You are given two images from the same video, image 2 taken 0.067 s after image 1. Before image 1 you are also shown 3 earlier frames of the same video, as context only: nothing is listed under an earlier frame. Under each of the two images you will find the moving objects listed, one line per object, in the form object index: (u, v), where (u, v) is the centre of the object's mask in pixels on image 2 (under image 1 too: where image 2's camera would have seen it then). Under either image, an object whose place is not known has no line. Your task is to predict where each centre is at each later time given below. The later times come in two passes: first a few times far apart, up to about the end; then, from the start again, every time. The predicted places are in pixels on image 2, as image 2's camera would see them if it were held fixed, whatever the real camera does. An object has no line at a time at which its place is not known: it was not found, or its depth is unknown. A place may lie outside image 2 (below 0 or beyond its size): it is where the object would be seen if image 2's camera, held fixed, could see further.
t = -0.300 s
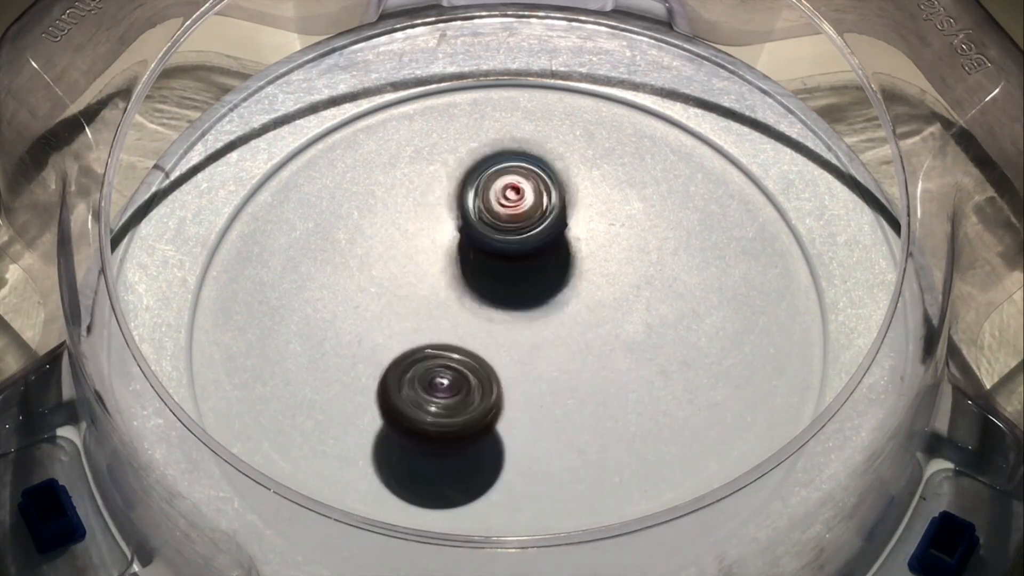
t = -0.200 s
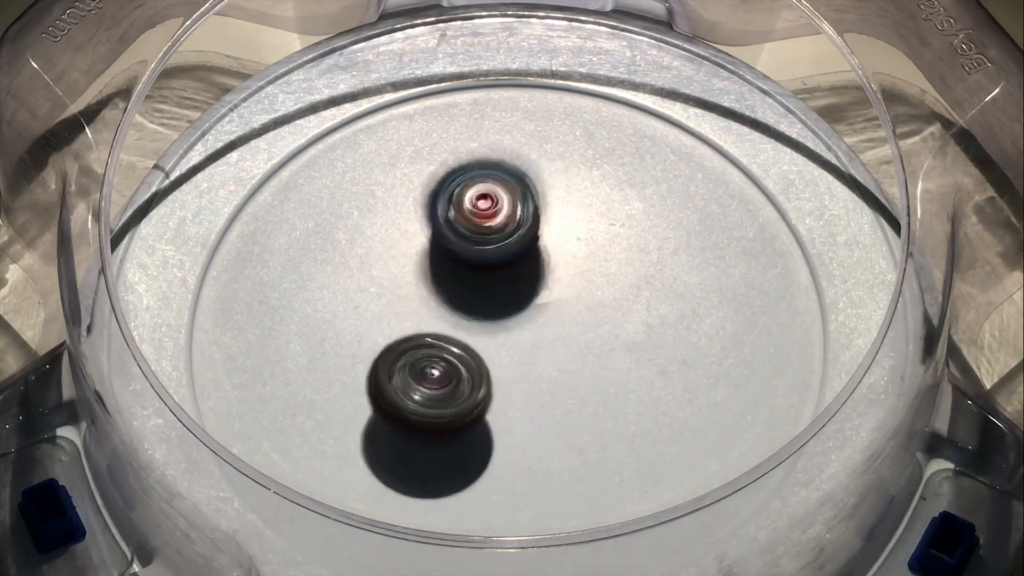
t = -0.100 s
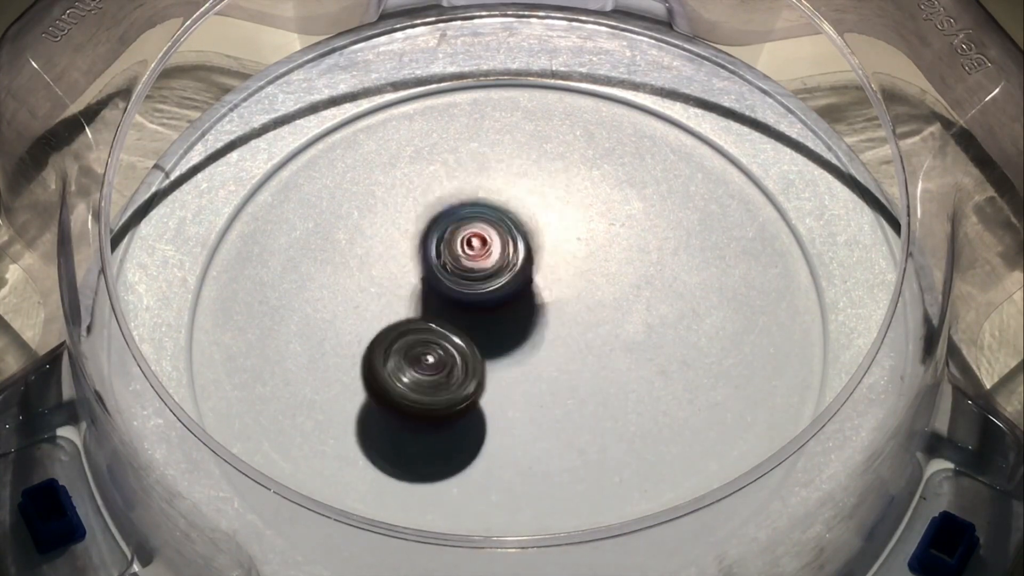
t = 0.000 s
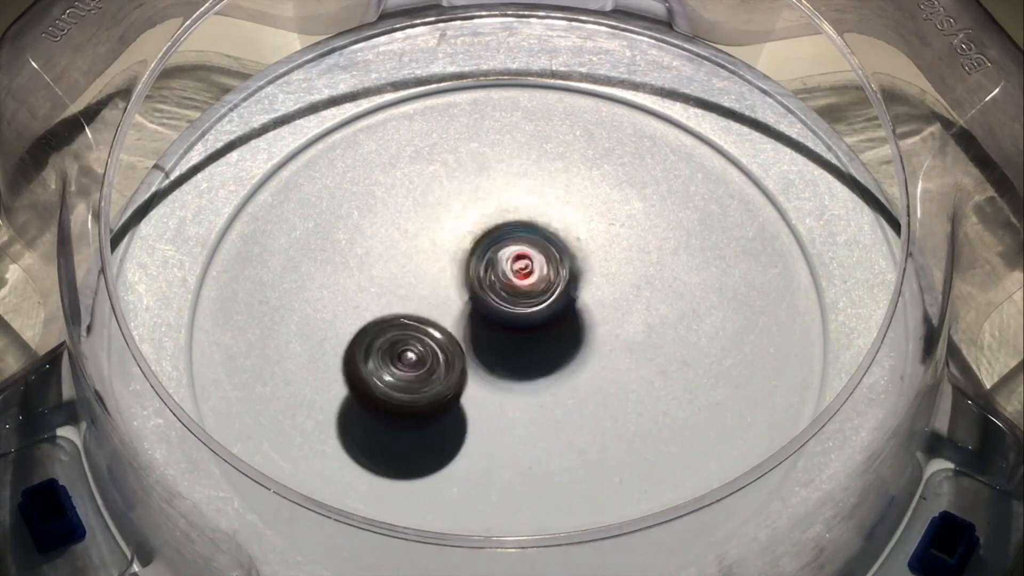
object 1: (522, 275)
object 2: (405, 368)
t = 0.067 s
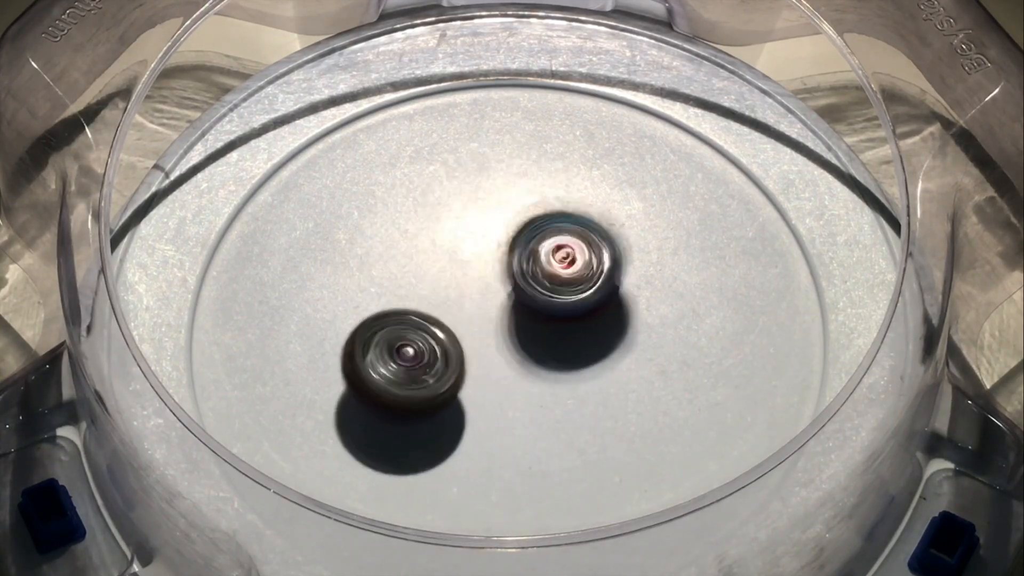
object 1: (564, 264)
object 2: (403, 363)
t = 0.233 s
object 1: (602, 214)
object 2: (418, 341)
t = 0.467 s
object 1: (597, 247)
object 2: (385, 326)
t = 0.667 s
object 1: (727, 228)
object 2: (327, 339)
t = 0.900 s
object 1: (680, 238)
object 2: (368, 351)
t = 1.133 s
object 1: (565, 399)
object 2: (412, 337)
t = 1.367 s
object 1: (630, 516)
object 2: (426, 310)
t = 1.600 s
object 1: (616, 463)
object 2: (479, 319)
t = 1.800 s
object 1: (480, 411)
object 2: (505, 279)
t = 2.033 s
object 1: (328, 398)
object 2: (522, 288)
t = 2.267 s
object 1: (345, 375)
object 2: (524, 314)
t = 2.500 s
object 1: (379, 267)
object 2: (545, 346)
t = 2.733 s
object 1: (369, 190)
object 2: (528, 360)
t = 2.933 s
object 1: (437, 232)
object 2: (503, 356)
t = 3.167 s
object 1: (562, 232)
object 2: (478, 361)
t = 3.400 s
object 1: (661, 242)
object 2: (486, 333)
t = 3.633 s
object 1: (647, 305)
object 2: (478, 308)
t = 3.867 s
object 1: (666, 385)
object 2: (395, 285)
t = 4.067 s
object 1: (581, 414)
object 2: (410, 295)
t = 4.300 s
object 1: (511, 389)
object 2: (430, 291)
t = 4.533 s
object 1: (487, 387)
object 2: (460, 270)
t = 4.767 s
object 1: (490, 409)
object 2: (488, 298)
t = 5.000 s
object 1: (479, 419)
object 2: (498, 295)
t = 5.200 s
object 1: (438, 399)
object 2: (522, 288)
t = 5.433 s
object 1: (451, 357)
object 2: (551, 289)
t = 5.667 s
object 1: (430, 307)
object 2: (559, 302)
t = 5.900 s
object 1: (431, 275)
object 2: (541, 302)
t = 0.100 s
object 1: (582, 254)
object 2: (404, 359)
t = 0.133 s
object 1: (595, 243)
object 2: (407, 354)
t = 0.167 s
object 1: (604, 232)
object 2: (411, 350)
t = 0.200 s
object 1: (605, 221)
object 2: (415, 347)
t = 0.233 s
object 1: (602, 214)
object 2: (418, 341)
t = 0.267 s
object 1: (596, 211)
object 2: (425, 336)
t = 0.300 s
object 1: (587, 214)
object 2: (431, 332)
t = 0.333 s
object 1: (576, 220)
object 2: (435, 327)
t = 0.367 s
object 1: (566, 228)
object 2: (441, 321)
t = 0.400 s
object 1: (555, 240)
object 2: (448, 318)
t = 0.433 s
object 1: (567, 249)
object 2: (429, 317)
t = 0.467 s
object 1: (597, 247)
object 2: (385, 326)
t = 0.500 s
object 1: (625, 246)
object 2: (355, 328)
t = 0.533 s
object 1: (650, 245)
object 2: (334, 329)
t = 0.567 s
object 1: (672, 242)
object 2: (323, 331)
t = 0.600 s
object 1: (694, 239)
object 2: (321, 333)
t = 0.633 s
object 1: (713, 233)
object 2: (323, 336)
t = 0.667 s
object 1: (727, 228)
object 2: (327, 339)
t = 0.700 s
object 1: (737, 222)
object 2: (331, 342)
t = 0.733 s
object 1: (742, 216)
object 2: (336, 346)
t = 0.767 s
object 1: (740, 212)
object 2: (342, 347)
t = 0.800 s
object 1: (732, 211)
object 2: (348, 350)
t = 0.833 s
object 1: (717, 217)
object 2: (354, 351)
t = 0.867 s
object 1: (700, 224)
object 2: (361, 351)
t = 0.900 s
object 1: (680, 238)
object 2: (368, 351)
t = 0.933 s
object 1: (656, 256)
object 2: (376, 351)
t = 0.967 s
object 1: (633, 276)
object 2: (384, 351)
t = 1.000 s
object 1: (611, 298)
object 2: (394, 350)
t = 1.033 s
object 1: (591, 322)
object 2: (404, 350)
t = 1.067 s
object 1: (574, 345)
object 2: (414, 349)
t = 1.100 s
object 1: (559, 367)
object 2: (424, 349)
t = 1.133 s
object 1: (565, 399)
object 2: (412, 337)
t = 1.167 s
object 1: (575, 426)
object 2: (402, 325)
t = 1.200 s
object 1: (583, 448)
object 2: (399, 318)
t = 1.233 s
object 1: (593, 467)
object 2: (401, 313)
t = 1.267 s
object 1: (599, 479)
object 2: (406, 311)
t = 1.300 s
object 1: (605, 487)
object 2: (412, 310)
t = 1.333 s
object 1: (620, 505)
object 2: (418, 310)
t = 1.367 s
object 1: (630, 516)
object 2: (426, 310)
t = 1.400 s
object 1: (637, 522)
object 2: (433, 311)
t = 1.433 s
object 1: (645, 523)
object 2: (440, 312)
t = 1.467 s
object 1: (649, 519)
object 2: (448, 313)
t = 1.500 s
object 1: (649, 510)
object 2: (456, 314)
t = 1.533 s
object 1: (643, 498)
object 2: (464, 316)
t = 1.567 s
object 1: (631, 475)
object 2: (472, 317)
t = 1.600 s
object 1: (616, 463)
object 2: (479, 319)
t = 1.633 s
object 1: (595, 444)
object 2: (485, 319)
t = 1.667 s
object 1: (572, 428)
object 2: (491, 320)
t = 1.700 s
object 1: (550, 415)
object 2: (496, 311)
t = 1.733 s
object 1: (531, 415)
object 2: (498, 294)
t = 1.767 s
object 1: (508, 412)
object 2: (501, 286)
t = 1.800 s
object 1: (480, 411)
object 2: (505, 279)
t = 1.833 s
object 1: (456, 409)
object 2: (509, 276)
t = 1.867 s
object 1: (431, 406)
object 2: (513, 275)
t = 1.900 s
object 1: (406, 402)
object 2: (516, 277)
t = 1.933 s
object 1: (383, 401)
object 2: (518, 279)
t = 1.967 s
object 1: (363, 399)
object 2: (519, 281)
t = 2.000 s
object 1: (342, 399)
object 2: (520, 284)
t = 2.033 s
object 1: (328, 398)
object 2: (522, 288)
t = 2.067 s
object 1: (315, 399)
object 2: (524, 291)
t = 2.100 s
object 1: (312, 397)
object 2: (525, 293)
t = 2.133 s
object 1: (312, 395)
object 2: (526, 299)
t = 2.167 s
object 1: (315, 393)
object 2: (527, 302)
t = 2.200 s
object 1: (322, 389)
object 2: (526, 304)
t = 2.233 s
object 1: (331, 382)
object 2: (526, 309)
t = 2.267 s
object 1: (345, 375)
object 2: (524, 314)
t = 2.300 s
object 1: (360, 365)
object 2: (522, 317)
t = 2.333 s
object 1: (378, 352)
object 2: (520, 320)
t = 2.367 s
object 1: (389, 338)
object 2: (520, 326)
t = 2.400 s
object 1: (387, 317)
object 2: (535, 334)
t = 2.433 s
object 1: (384, 298)
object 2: (544, 342)
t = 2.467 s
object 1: (382, 282)
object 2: (546, 346)
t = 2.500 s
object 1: (379, 267)
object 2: (545, 346)
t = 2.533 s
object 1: (377, 250)
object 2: (544, 351)
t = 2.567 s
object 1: (374, 236)
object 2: (543, 354)
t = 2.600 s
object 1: (372, 221)
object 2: (540, 357)
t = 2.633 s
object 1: (371, 207)
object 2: (538, 357)
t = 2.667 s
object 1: (369, 195)
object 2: (535, 360)
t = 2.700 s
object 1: (368, 190)
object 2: (532, 359)
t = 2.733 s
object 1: (369, 190)
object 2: (528, 360)
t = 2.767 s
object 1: (373, 193)
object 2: (523, 359)
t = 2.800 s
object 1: (380, 197)
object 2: (519, 361)
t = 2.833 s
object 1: (390, 202)
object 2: (514, 360)
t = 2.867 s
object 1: (402, 210)
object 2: (511, 360)
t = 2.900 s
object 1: (419, 222)
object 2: (507, 357)
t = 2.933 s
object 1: (437, 232)
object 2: (503, 356)
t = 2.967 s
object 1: (457, 241)
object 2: (499, 353)
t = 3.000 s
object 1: (479, 243)
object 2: (495, 357)
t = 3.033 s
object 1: (495, 239)
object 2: (490, 364)
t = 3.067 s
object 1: (513, 238)
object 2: (486, 368)
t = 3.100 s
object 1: (528, 234)
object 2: (483, 367)
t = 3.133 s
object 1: (545, 233)
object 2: (480, 365)
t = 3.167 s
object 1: (562, 232)
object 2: (478, 361)
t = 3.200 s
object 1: (580, 232)
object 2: (477, 357)
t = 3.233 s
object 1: (596, 233)
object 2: (478, 353)
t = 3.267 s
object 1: (614, 235)
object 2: (480, 349)
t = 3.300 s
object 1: (628, 235)
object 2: (481, 345)
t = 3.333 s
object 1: (642, 238)
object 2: (482, 340)
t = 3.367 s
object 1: (653, 239)
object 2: (483, 337)
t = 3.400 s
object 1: (661, 242)
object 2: (486, 333)
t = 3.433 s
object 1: (665, 246)
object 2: (489, 330)
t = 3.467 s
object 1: (664, 251)
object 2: (493, 326)
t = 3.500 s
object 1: (662, 256)
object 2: (496, 322)
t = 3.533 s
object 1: (657, 263)
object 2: (497, 319)
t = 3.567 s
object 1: (646, 275)
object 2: (501, 318)
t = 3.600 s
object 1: (636, 287)
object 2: (504, 317)
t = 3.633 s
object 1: (647, 305)
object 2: (478, 308)
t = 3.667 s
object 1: (660, 319)
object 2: (445, 300)
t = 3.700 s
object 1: (671, 333)
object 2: (421, 293)
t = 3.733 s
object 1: (675, 343)
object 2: (405, 289)
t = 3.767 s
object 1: (679, 350)
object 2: (397, 287)
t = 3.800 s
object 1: (677, 364)
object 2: (396, 285)
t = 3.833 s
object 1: (673, 374)
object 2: (396, 288)
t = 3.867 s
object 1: (666, 385)
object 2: (395, 285)
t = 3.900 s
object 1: (654, 397)
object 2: (396, 287)
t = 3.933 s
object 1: (642, 404)
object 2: (398, 289)
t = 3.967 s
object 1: (629, 409)
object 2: (399, 290)
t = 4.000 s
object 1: (612, 412)
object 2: (401, 292)
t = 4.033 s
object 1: (596, 415)
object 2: (406, 294)
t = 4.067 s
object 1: (581, 414)
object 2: (410, 295)
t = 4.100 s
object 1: (563, 412)
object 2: (414, 299)
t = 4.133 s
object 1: (549, 407)
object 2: (420, 302)
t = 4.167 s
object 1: (534, 401)
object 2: (424, 304)
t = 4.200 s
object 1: (522, 393)
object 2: (428, 308)
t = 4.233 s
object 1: (518, 393)
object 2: (426, 300)
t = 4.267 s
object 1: (516, 394)
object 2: (427, 291)
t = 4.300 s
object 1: (511, 389)
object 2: (430, 291)
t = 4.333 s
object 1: (505, 379)
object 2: (434, 288)
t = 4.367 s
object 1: (500, 378)
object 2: (438, 281)
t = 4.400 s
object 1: (500, 384)
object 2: (446, 274)
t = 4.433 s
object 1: (496, 382)
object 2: (450, 273)
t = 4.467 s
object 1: (496, 383)
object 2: (455, 276)
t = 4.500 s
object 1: (493, 382)
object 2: (456, 275)
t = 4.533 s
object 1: (487, 387)
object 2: (460, 270)
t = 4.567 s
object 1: (486, 391)
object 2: (466, 272)
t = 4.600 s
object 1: (487, 398)
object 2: (470, 275)
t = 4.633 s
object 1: (486, 403)
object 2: (472, 280)
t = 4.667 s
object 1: (488, 406)
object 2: (476, 286)
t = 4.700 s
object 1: (490, 408)
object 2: (479, 291)
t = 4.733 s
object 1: (490, 406)
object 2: (482, 299)
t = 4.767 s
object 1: (490, 409)
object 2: (488, 298)
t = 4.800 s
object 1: (487, 416)
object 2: (493, 291)
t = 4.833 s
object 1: (485, 426)
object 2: (497, 286)
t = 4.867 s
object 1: (487, 425)
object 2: (503, 290)
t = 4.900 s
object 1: (485, 426)
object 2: (502, 292)
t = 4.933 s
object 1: (480, 426)
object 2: (501, 295)
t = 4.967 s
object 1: (481, 423)
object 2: (498, 295)
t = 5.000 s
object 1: (479, 419)
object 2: (498, 295)
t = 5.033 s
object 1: (476, 415)
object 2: (496, 295)
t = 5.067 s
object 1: (473, 406)
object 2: (498, 295)
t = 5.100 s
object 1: (467, 400)
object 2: (500, 293)
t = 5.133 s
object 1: (459, 395)
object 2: (505, 293)
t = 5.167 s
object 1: (448, 396)
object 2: (514, 292)
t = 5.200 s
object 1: (438, 399)
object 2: (522, 288)
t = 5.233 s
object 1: (433, 396)
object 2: (529, 289)
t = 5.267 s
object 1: (436, 391)
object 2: (531, 286)
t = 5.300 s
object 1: (438, 383)
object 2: (536, 281)
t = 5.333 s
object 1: (442, 379)
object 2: (541, 285)
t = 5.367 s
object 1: (447, 373)
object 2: (544, 285)
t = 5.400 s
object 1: (451, 367)
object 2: (547, 286)
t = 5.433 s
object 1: (451, 357)
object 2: (551, 289)
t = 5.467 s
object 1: (435, 349)
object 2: (564, 287)
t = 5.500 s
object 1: (424, 342)
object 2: (573, 286)
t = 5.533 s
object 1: (419, 333)
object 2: (576, 292)
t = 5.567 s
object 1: (421, 327)
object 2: (577, 294)
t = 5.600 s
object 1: (424, 318)
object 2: (572, 297)
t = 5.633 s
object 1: (427, 312)
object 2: (565, 301)
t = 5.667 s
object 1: (430, 307)
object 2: (559, 302)
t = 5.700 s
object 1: (433, 301)
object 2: (553, 303)
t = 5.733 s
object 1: (434, 294)
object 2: (547, 305)
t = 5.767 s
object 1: (436, 291)
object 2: (545, 306)
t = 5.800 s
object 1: (435, 285)
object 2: (541, 305)
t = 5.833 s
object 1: (434, 281)
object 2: (537, 304)
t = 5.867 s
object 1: (432, 277)
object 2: (541, 302)
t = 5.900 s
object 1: (431, 275)
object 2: (541, 302)
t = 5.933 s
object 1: (433, 278)
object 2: (541, 303)
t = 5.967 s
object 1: (432, 281)
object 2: (537, 303)
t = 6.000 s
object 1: (432, 286)
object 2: (535, 302)
